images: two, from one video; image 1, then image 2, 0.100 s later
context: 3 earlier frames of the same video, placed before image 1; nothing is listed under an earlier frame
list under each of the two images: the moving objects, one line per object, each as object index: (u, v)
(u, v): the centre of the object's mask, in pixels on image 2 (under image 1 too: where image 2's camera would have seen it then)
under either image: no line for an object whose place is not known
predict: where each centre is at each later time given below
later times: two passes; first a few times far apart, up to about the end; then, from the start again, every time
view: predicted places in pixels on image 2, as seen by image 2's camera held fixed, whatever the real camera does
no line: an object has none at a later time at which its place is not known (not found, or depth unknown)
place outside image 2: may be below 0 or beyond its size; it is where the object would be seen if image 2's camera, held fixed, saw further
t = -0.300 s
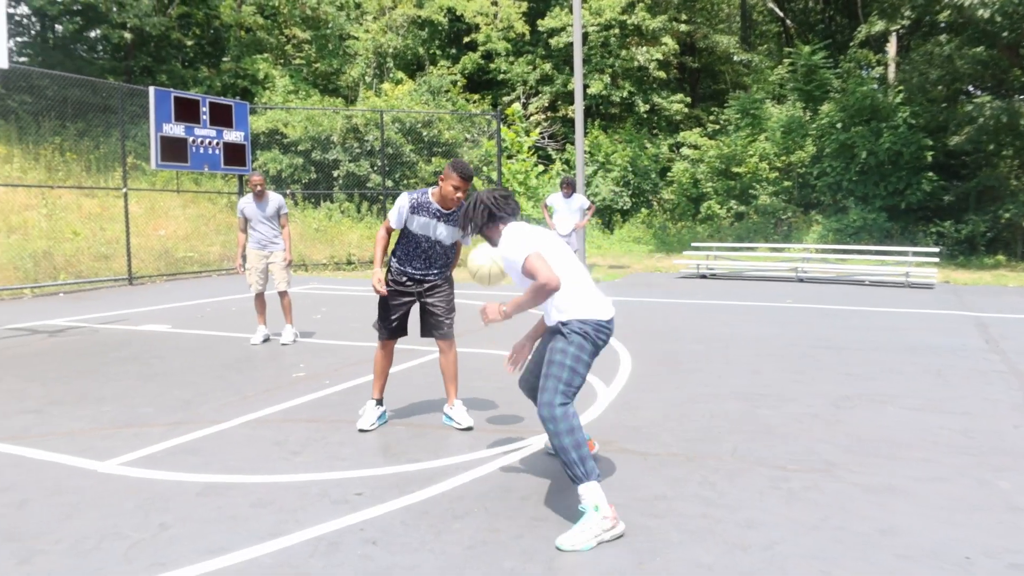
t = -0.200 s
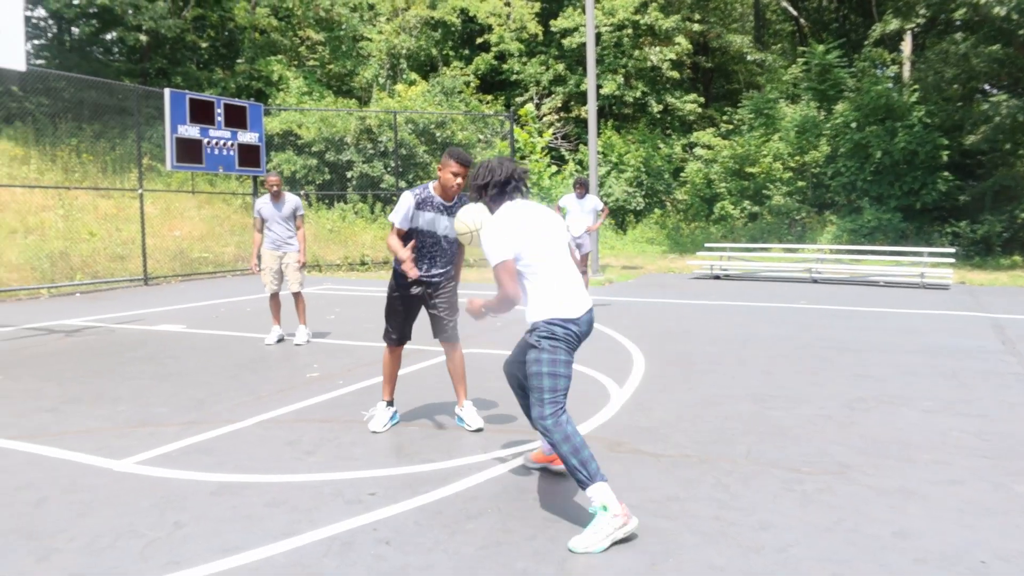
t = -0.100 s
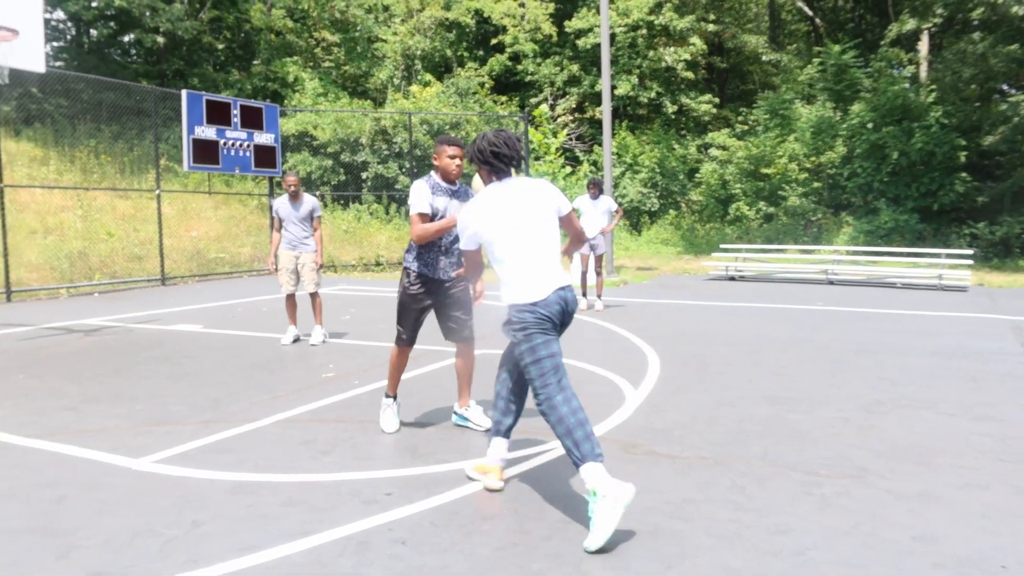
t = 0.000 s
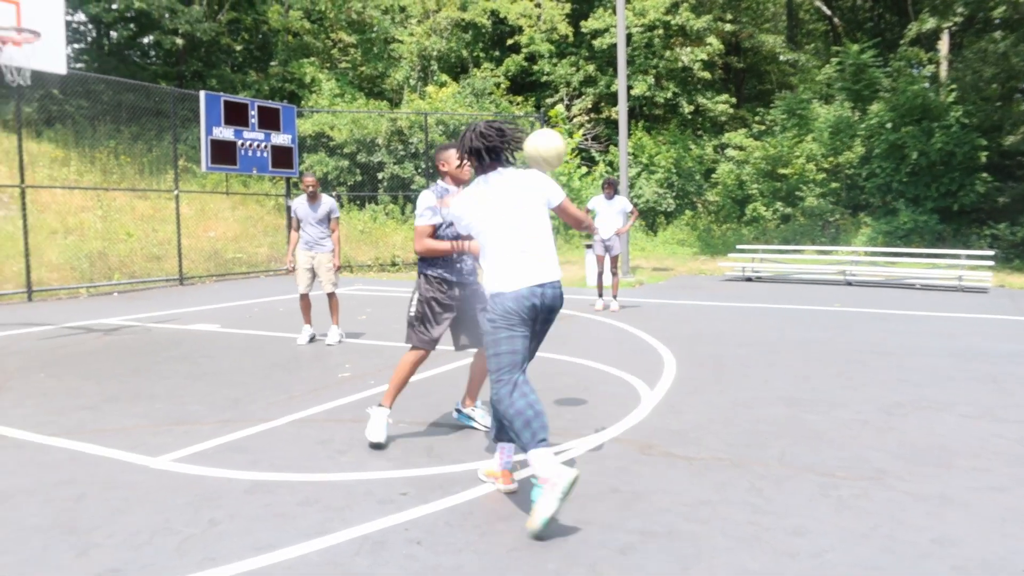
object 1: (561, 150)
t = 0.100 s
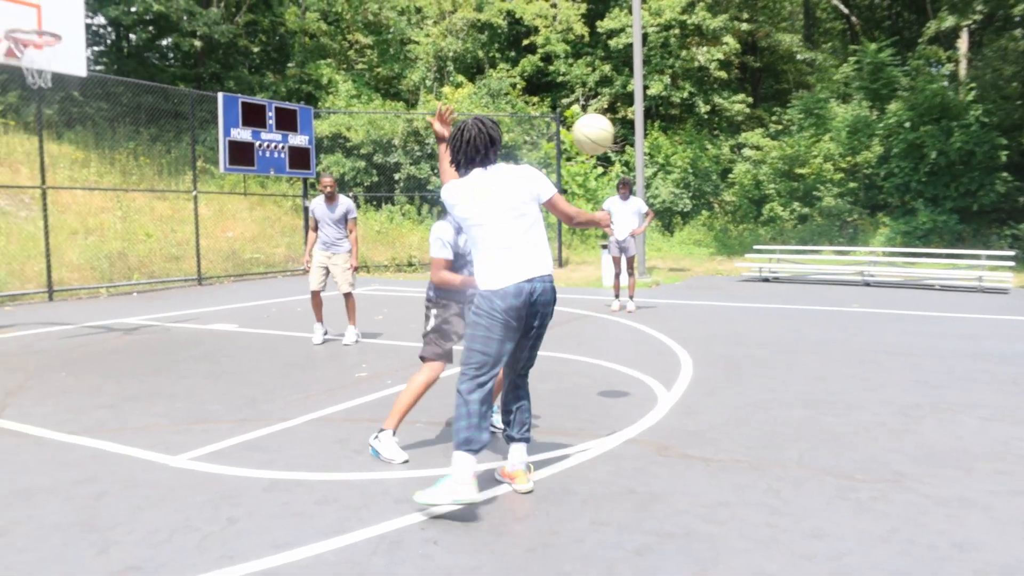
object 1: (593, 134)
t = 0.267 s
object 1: (640, 143)
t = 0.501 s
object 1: (695, 221)
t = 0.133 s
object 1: (603, 132)
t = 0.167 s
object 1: (613, 133)
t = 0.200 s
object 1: (621, 134)
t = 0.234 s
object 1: (631, 138)
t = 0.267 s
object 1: (640, 143)
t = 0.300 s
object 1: (649, 150)
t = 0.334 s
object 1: (657, 158)
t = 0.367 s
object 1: (665, 168)
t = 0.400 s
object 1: (673, 180)
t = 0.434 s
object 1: (680, 193)
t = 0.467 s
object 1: (687, 206)
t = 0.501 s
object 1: (695, 221)
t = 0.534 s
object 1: (701, 237)
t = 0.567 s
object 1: (707, 254)
